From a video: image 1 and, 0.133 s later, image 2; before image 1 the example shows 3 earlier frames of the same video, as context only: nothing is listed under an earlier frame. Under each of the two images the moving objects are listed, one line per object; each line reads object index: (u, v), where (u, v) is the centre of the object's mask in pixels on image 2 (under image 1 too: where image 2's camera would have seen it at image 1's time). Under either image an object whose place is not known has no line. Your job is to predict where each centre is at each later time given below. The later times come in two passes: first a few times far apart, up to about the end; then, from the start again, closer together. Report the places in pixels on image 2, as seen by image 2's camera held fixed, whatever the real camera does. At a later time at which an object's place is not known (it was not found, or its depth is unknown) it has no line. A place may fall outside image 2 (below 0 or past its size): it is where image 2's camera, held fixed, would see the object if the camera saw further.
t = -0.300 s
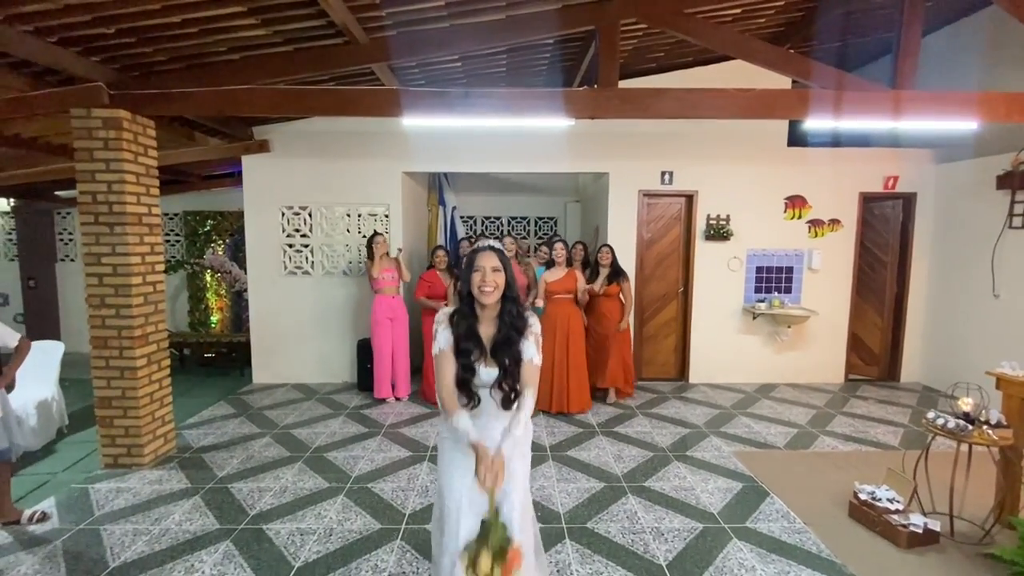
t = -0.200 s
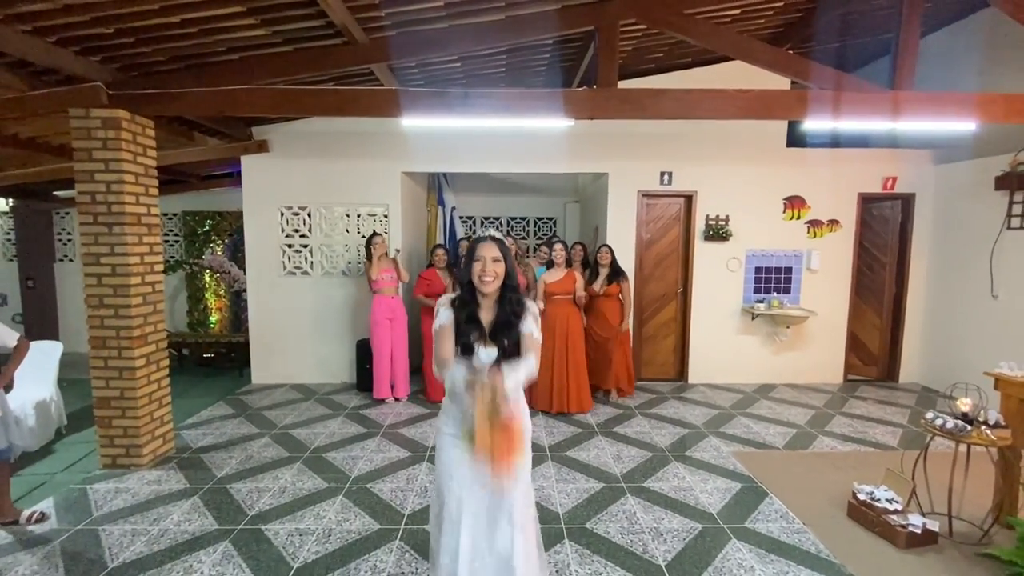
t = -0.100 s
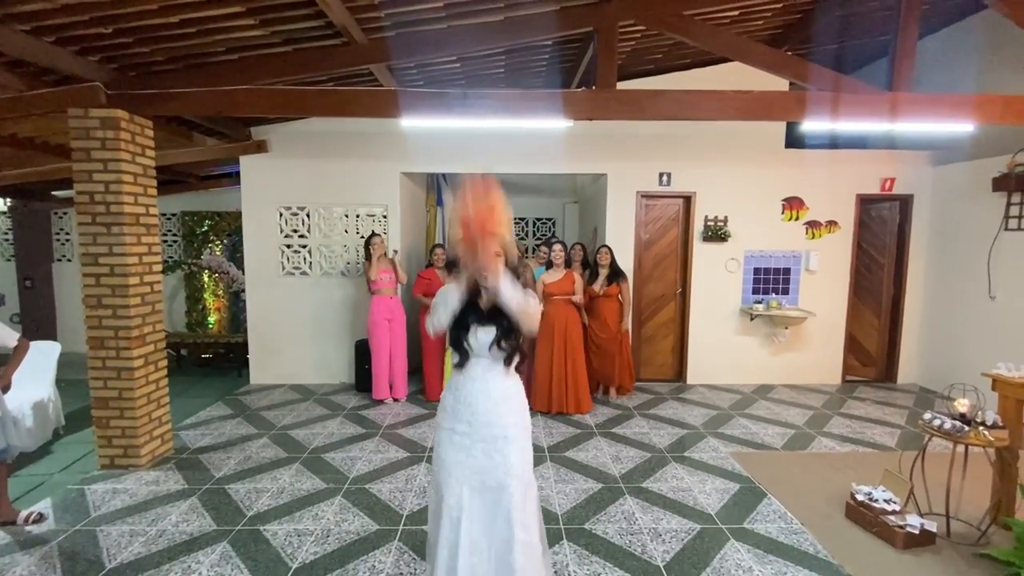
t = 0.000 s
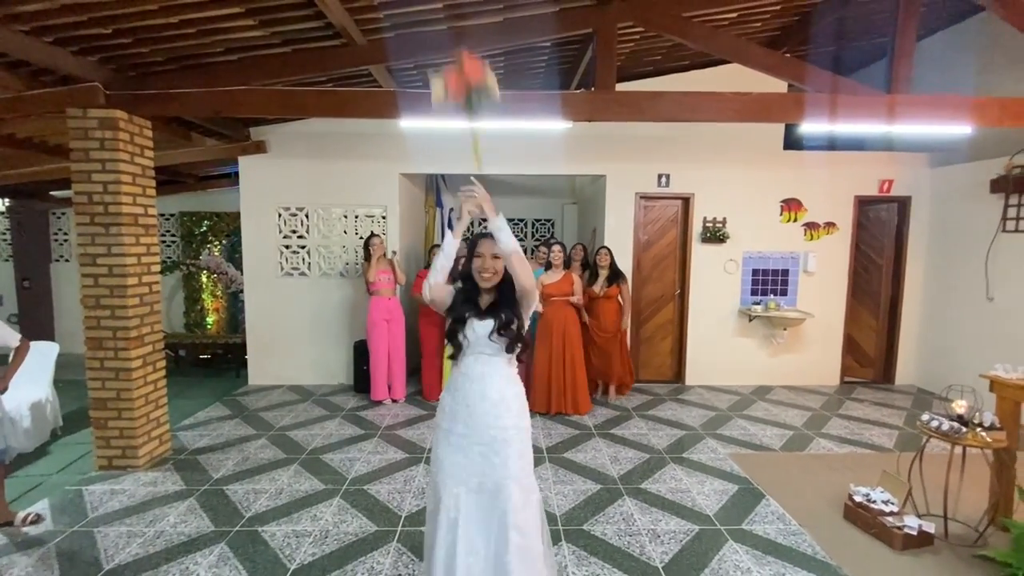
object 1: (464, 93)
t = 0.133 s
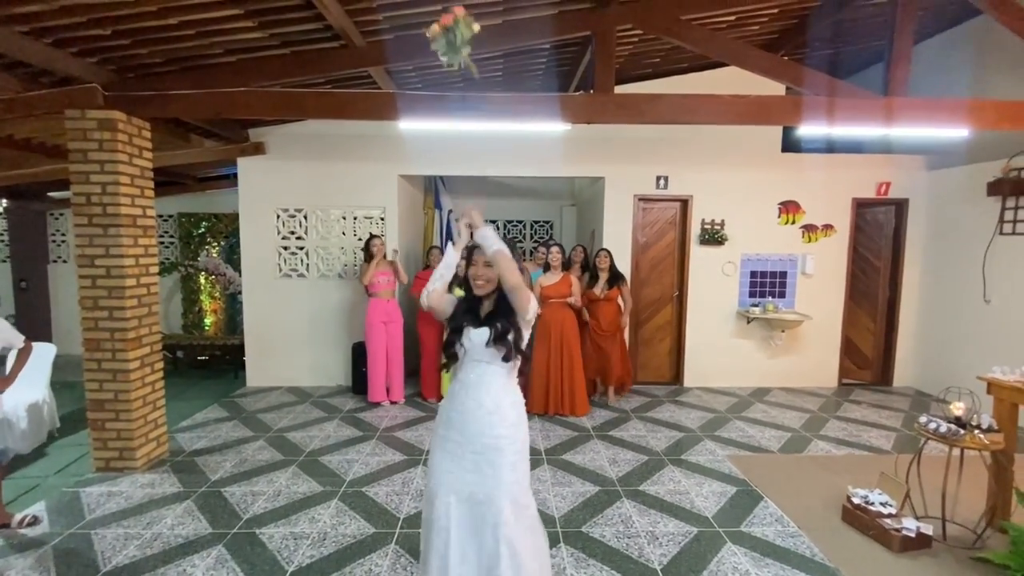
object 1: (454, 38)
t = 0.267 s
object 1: (447, 45)
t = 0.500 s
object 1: (443, 112)
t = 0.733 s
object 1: (440, 224)
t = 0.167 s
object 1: (451, 35)
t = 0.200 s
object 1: (449, 36)
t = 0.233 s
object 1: (448, 40)
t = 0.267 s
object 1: (447, 45)
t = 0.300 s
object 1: (446, 51)
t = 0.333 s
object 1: (446, 60)
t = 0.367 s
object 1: (445, 68)
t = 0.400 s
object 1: (445, 78)
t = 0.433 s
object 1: (444, 90)
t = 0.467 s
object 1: (443, 101)
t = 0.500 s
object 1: (443, 112)
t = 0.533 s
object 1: (442, 130)
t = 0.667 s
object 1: (441, 193)
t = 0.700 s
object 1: (441, 208)
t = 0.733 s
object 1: (440, 224)
